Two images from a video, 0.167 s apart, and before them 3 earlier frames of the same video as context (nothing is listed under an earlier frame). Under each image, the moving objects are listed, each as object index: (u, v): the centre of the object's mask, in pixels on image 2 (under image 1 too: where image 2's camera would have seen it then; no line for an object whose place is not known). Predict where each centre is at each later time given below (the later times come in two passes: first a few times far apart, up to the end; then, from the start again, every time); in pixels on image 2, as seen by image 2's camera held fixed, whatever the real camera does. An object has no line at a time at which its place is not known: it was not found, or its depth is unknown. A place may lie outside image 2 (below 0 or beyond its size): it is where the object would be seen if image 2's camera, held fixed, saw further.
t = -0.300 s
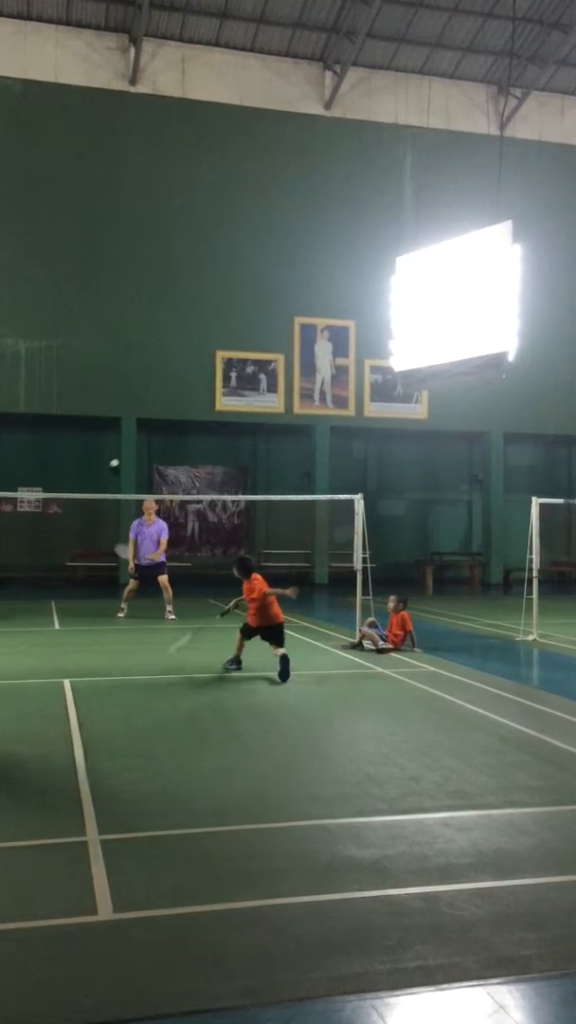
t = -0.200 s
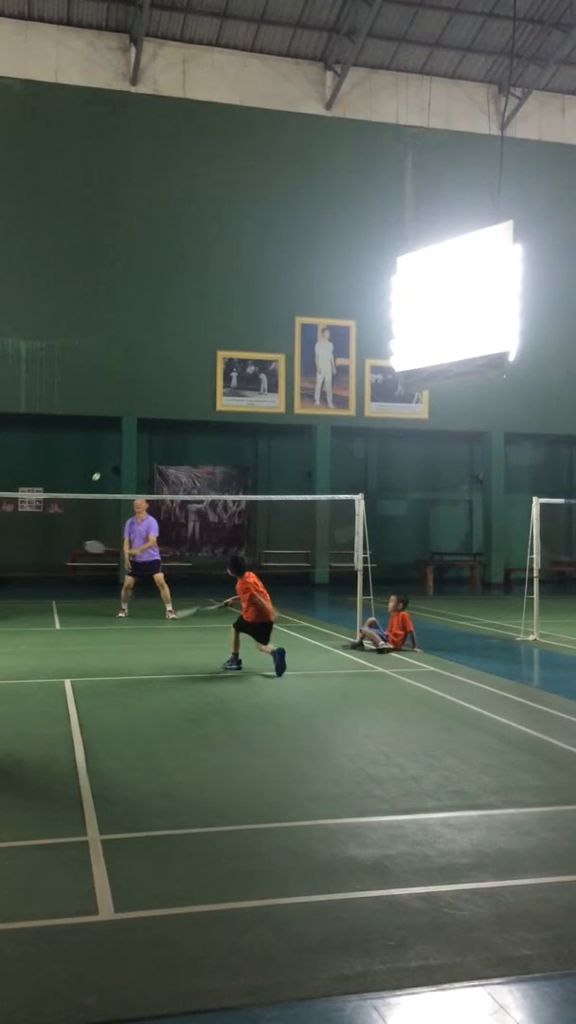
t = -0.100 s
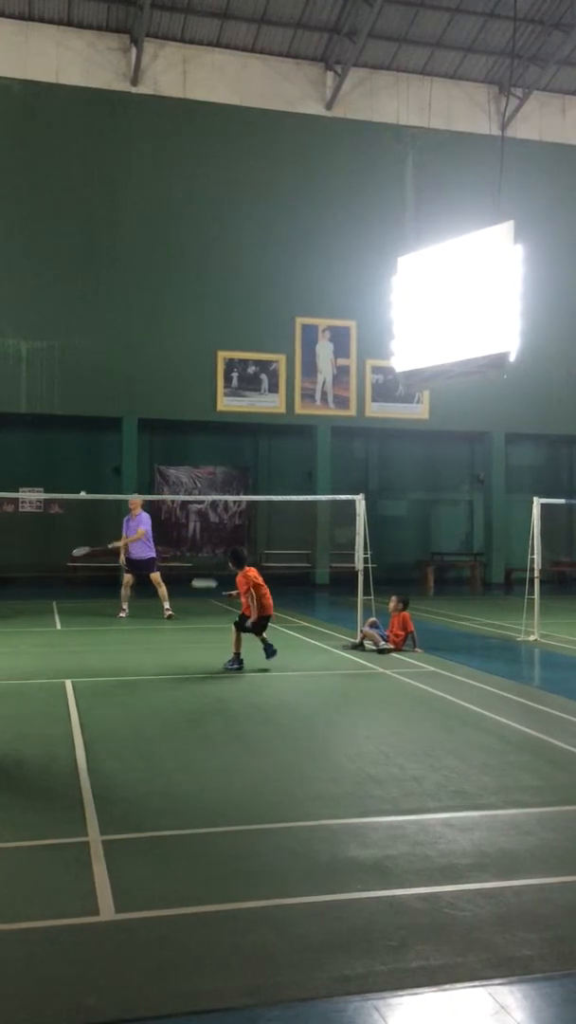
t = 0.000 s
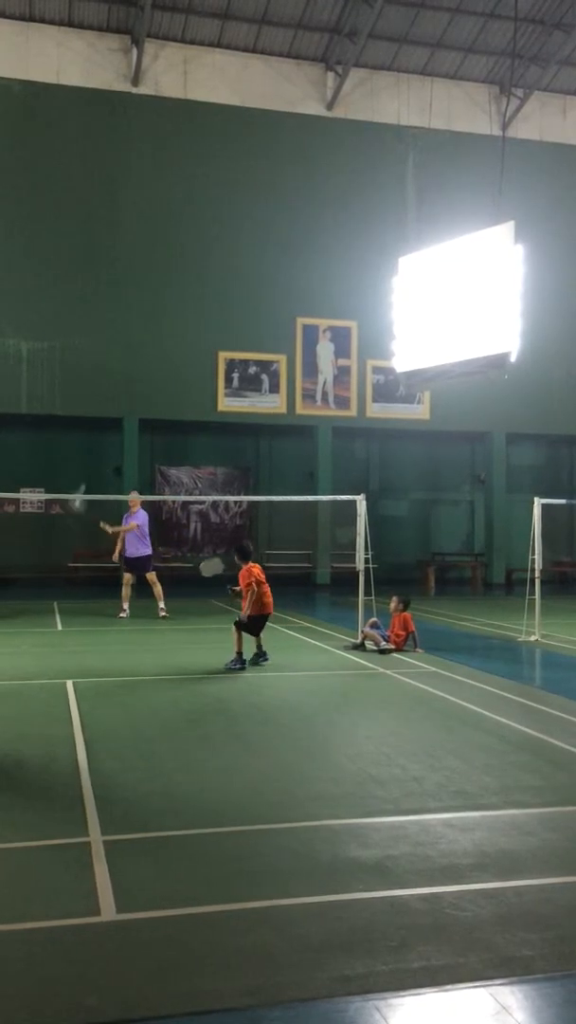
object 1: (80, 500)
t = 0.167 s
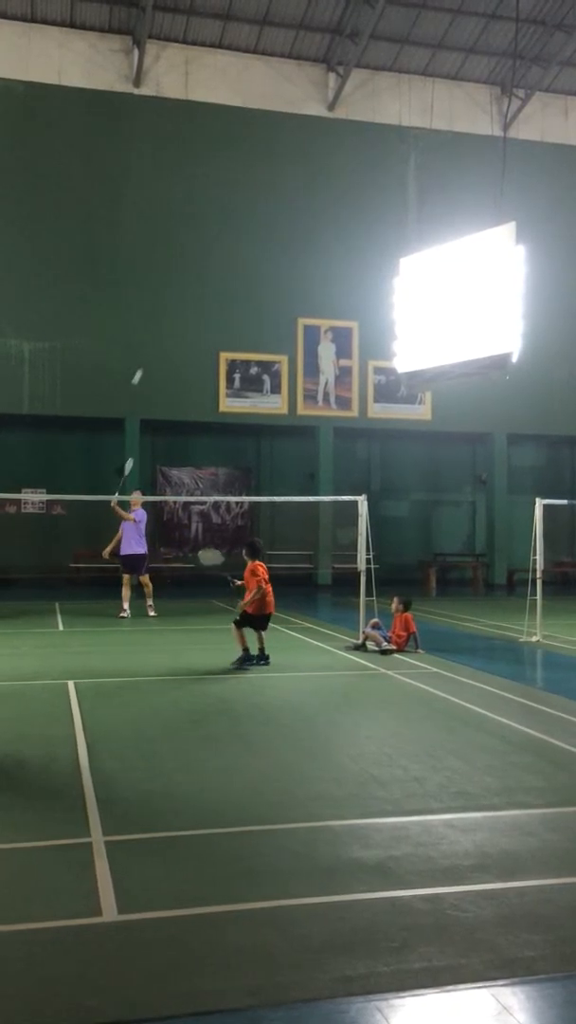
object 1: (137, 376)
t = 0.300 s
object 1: (174, 313)
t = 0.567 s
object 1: (238, 246)
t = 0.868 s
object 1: (302, 257)
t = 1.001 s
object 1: (326, 292)
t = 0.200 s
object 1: (146, 359)
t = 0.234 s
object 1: (156, 342)
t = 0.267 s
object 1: (165, 327)
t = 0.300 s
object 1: (174, 313)
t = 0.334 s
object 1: (183, 302)
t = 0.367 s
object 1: (192, 290)
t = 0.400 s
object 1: (200, 280)
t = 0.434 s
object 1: (208, 271)
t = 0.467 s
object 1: (215, 263)
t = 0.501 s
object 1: (223, 256)
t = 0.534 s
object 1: (231, 251)
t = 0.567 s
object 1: (238, 246)
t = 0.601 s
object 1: (246, 243)
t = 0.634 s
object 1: (253, 241)
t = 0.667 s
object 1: (260, 240)
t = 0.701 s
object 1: (268, 240)
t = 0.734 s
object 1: (275, 241)
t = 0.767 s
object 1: (281, 244)
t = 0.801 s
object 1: (288, 247)
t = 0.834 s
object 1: (295, 252)
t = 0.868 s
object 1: (302, 257)
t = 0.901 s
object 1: (308, 264)
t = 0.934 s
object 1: (315, 272)
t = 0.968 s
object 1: (321, 281)
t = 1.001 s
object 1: (326, 292)
